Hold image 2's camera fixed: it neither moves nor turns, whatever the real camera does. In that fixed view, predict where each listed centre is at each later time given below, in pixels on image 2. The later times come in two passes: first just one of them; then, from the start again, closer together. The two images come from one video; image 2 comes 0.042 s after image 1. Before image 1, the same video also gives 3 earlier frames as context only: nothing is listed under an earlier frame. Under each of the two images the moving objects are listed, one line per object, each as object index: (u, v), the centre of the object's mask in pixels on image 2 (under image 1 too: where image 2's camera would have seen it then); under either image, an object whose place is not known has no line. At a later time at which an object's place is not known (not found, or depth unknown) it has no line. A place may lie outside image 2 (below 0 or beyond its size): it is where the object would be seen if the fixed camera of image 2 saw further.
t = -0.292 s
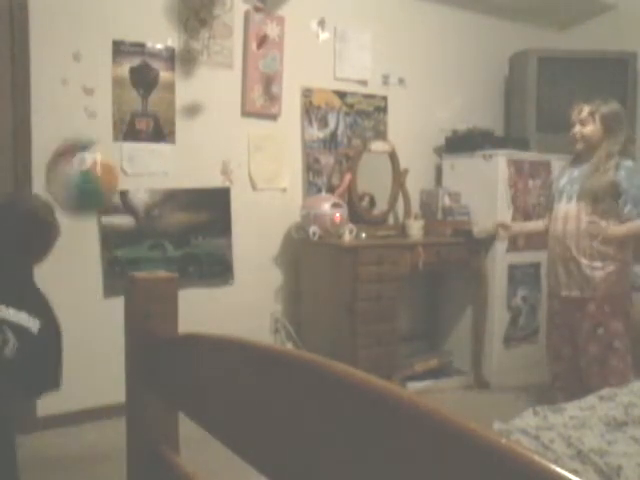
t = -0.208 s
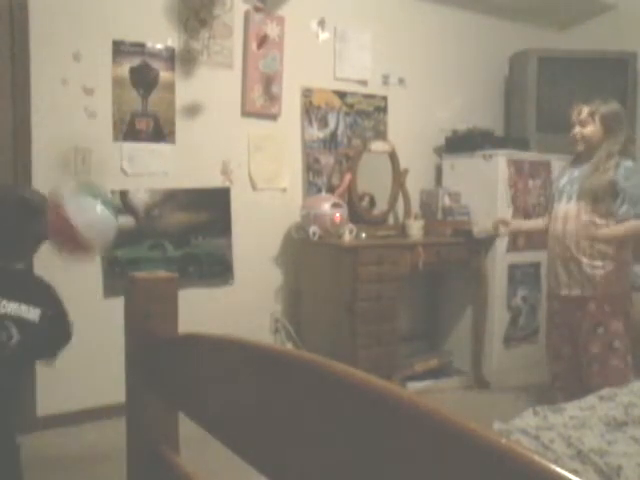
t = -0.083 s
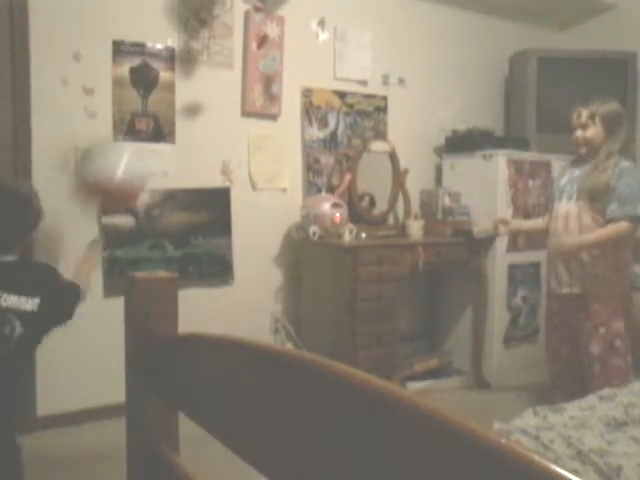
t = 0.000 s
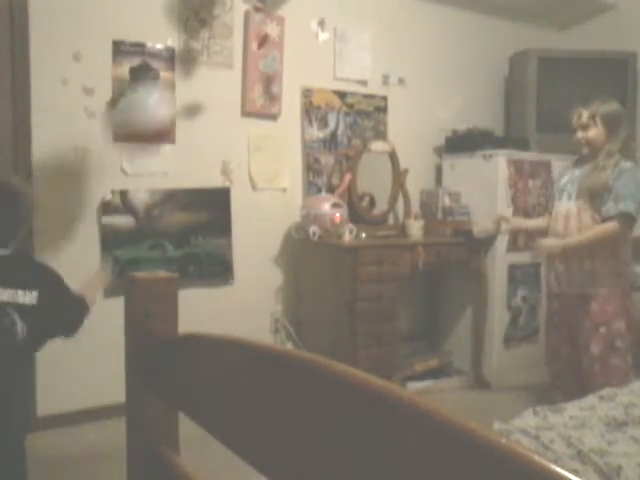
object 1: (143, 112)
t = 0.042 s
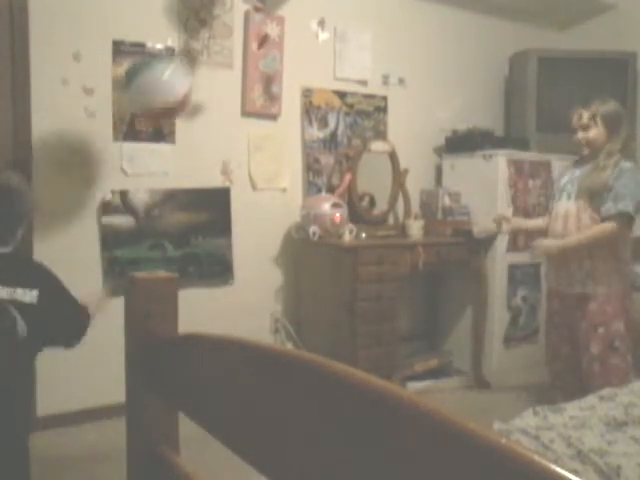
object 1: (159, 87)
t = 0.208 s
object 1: (211, 24)
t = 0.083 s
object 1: (172, 65)
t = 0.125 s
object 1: (186, 45)
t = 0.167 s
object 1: (199, 32)
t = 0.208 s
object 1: (211, 24)
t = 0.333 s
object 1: (251, 17)
